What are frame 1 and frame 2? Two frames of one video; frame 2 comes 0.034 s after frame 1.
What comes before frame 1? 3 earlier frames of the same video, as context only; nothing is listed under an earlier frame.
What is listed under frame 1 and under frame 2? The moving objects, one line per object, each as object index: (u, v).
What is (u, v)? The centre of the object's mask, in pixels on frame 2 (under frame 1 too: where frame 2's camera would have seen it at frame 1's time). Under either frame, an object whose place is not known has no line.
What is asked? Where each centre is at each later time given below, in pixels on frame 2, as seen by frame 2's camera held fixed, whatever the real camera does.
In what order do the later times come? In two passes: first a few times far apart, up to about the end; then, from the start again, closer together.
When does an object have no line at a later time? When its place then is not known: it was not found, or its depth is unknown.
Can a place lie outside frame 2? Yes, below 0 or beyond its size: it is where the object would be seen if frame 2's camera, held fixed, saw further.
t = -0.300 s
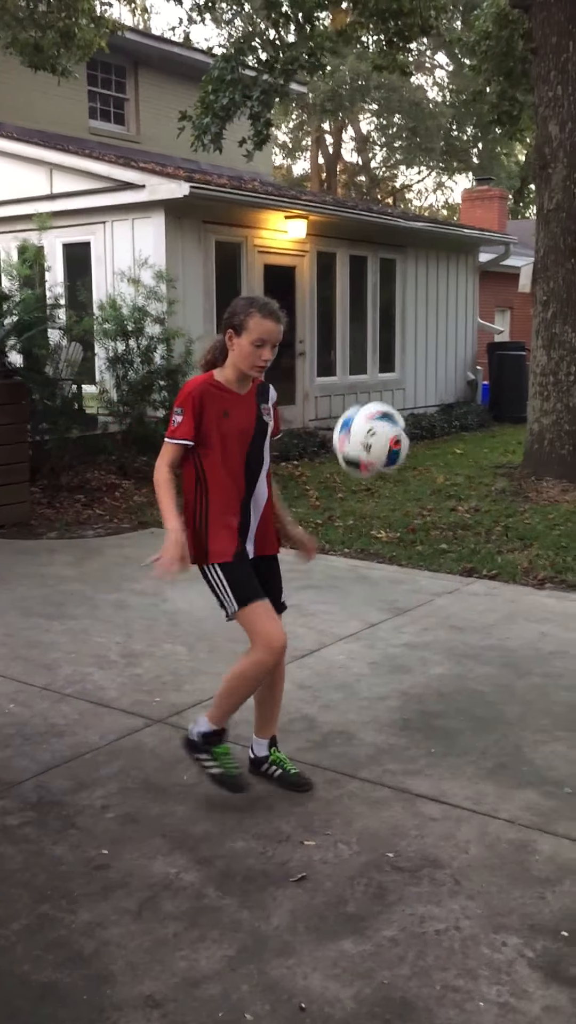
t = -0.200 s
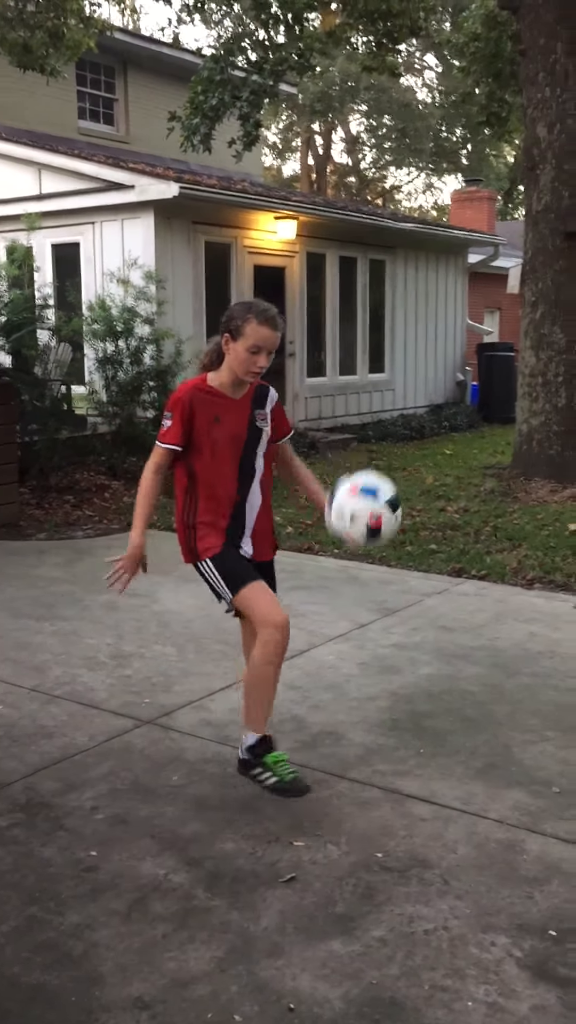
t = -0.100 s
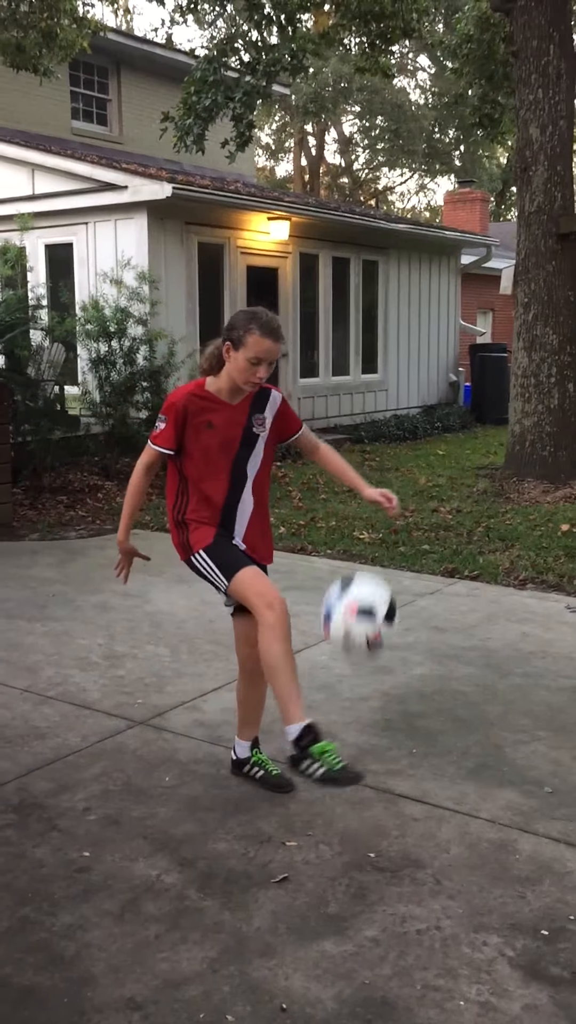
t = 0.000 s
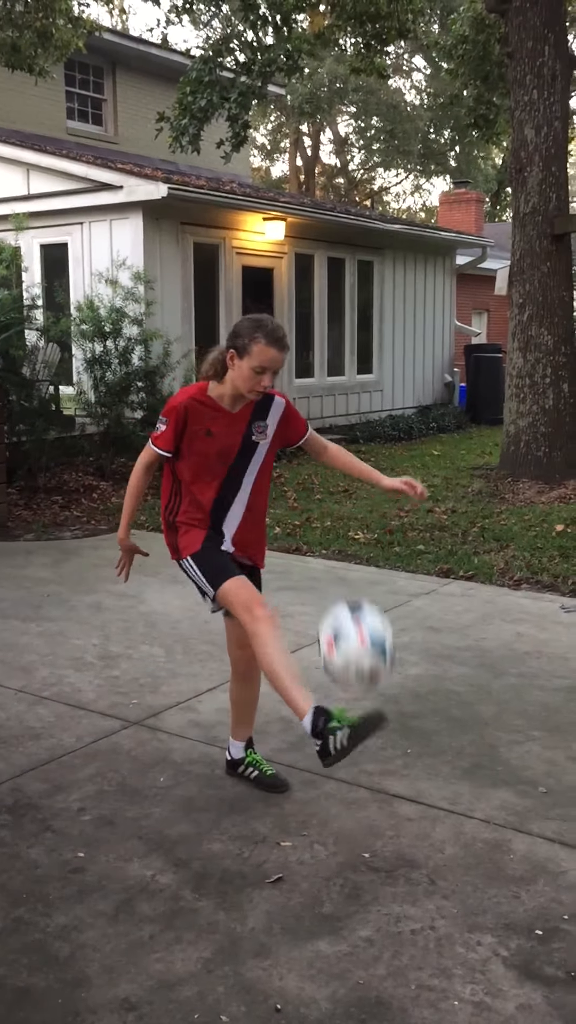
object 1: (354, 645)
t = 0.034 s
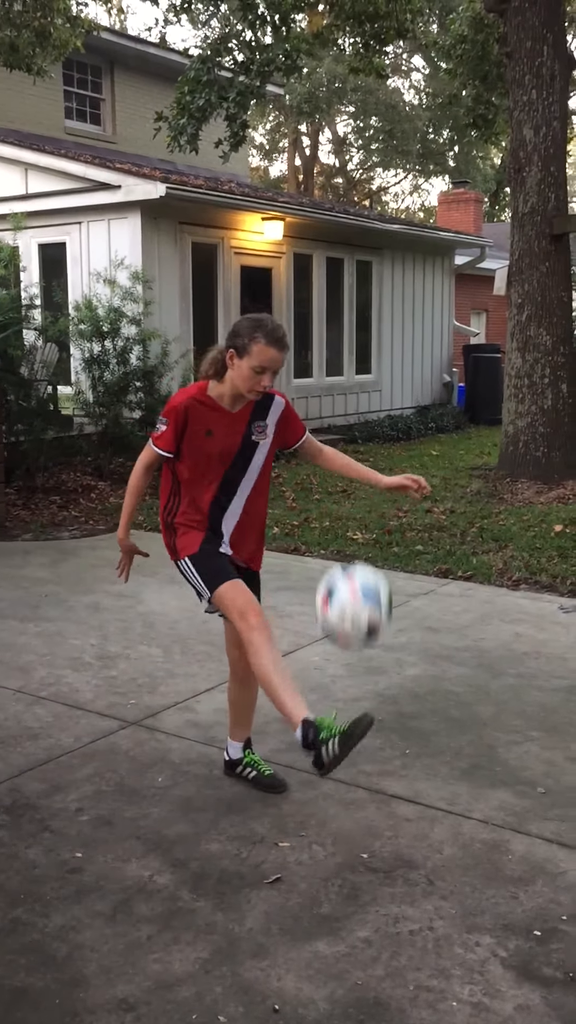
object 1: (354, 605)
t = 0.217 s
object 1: (348, 449)
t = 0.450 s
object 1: (338, 416)
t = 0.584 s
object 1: (333, 480)
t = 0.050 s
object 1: (352, 585)
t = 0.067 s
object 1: (351, 567)
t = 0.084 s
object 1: (352, 550)
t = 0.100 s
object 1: (352, 533)
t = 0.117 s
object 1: (351, 521)
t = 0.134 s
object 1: (351, 505)
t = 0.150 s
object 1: (351, 493)
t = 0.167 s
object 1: (349, 479)
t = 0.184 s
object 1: (349, 469)
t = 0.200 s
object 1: (349, 458)
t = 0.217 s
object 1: (348, 449)
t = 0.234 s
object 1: (347, 441)
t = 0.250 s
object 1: (346, 432)
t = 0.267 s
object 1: (345, 426)
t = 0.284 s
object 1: (345, 420)
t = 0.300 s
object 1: (344, 415)
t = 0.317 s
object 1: (344, 412)
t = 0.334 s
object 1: (343, 410)
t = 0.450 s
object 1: (338, 416)
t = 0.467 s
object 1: (338, 421)
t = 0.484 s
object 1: (337, 427)
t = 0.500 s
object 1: (336, 434)
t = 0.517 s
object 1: (336, 441)
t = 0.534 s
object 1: (335, 450)
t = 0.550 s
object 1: (334, 460)
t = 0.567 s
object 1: (334, 469)
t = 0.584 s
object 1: (333, 480)
